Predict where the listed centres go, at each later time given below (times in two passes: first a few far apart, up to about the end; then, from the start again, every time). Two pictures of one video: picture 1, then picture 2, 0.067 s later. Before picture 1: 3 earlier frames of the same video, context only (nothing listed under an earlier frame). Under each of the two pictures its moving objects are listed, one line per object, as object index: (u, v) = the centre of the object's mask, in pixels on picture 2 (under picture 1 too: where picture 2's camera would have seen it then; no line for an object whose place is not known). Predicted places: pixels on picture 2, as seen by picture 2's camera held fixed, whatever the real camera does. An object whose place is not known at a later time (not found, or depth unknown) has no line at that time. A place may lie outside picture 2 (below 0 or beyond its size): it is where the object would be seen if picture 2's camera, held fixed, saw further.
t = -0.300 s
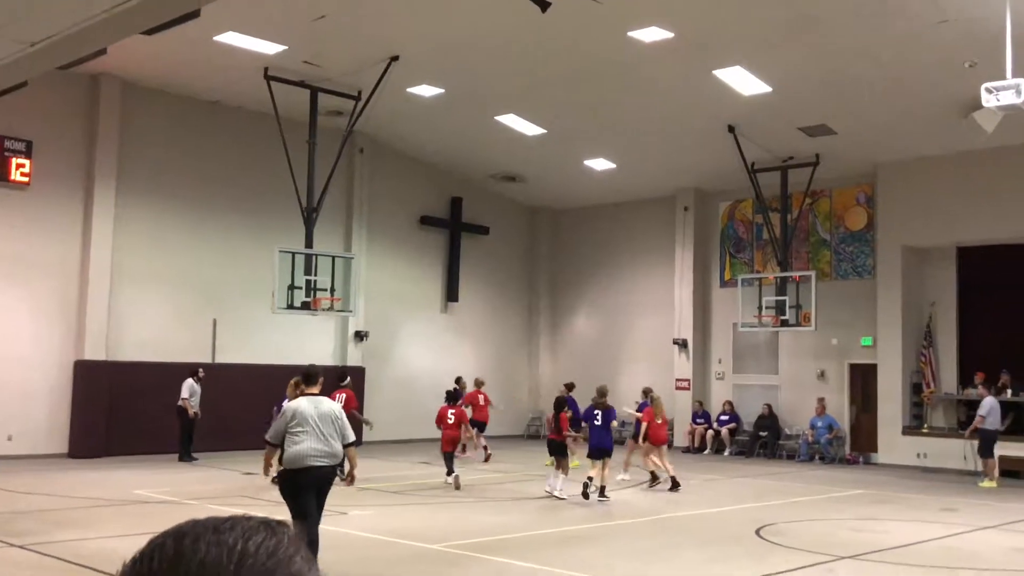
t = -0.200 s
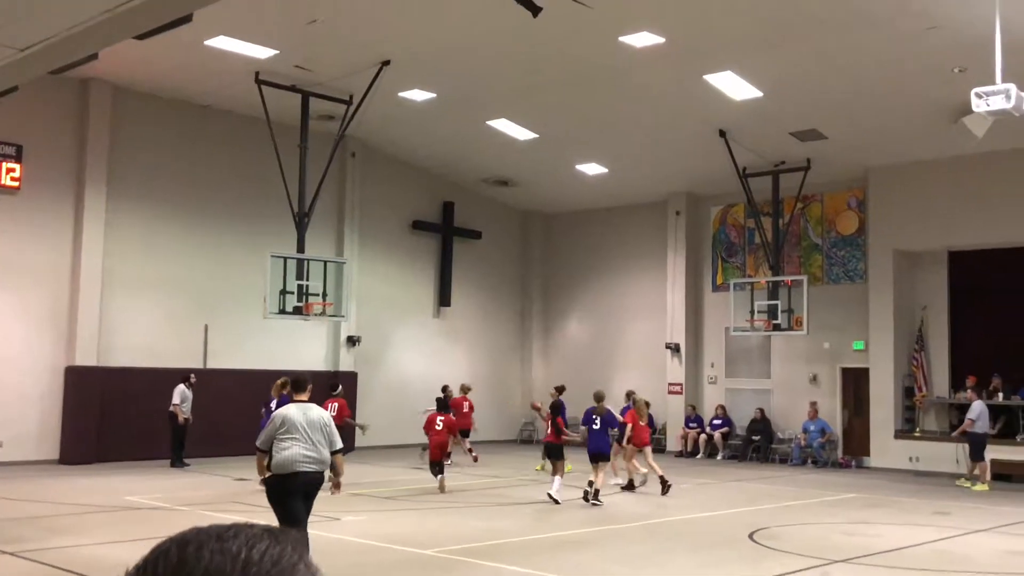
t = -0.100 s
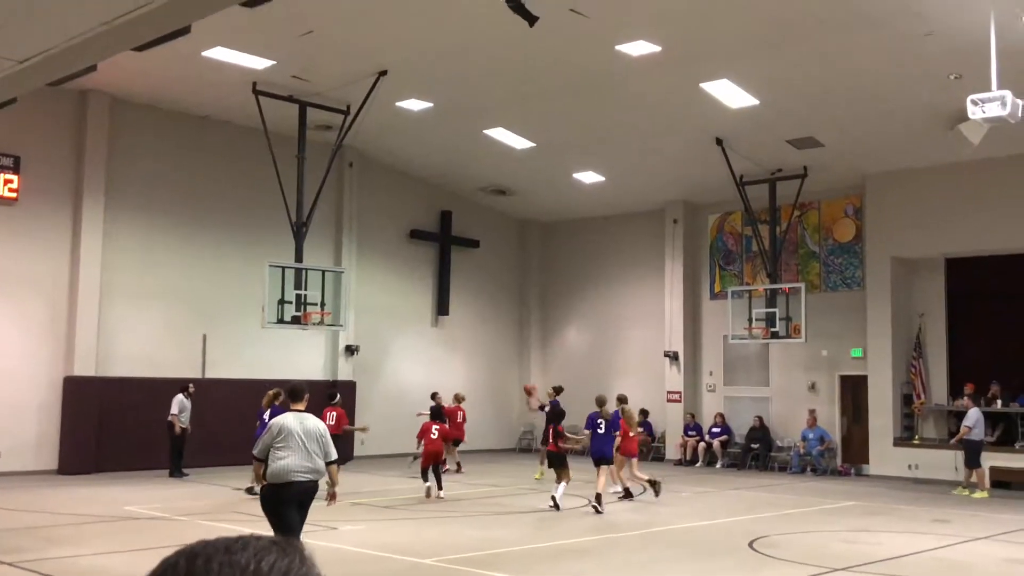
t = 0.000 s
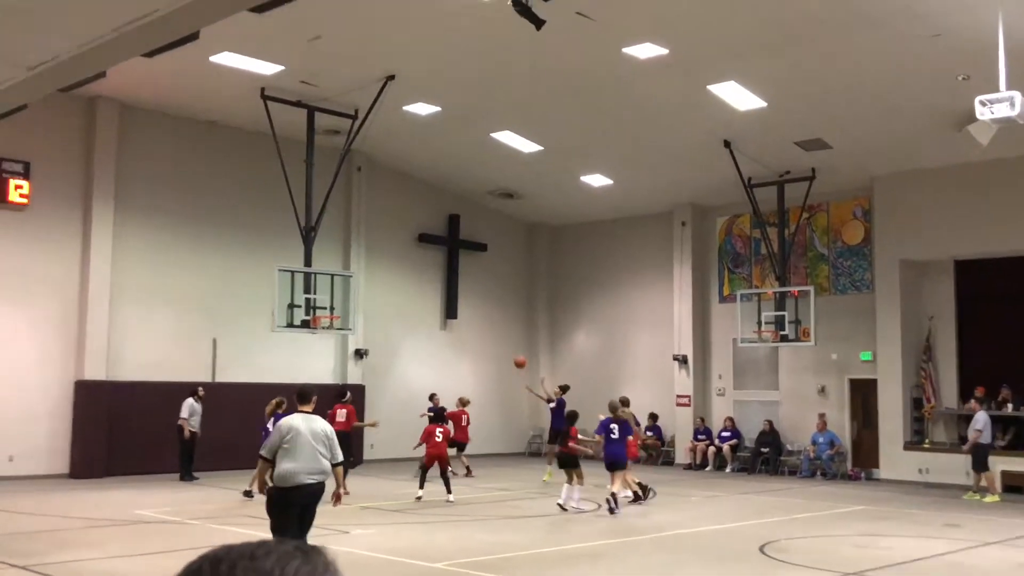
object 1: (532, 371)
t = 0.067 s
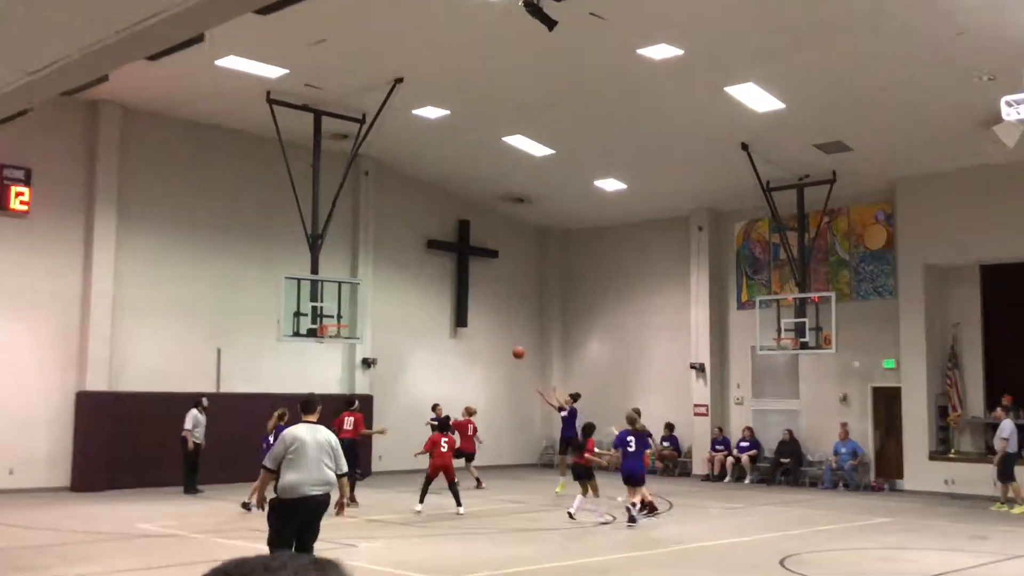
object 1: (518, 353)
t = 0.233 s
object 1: (485, 319)
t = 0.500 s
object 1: (431, 291)
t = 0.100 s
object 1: (512, 345)
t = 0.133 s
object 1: (505, 338)
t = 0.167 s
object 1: (498, 331)
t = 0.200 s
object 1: (492, 325)
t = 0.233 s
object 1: (485, 319)
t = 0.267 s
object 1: (478, 313)
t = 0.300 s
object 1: (470, 308)
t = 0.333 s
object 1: (464, 304)
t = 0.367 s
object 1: (457, 300)
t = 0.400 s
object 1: (450, 297)
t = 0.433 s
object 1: (442, 295)
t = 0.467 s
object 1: (437, 293)
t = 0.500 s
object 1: (431, 291)
